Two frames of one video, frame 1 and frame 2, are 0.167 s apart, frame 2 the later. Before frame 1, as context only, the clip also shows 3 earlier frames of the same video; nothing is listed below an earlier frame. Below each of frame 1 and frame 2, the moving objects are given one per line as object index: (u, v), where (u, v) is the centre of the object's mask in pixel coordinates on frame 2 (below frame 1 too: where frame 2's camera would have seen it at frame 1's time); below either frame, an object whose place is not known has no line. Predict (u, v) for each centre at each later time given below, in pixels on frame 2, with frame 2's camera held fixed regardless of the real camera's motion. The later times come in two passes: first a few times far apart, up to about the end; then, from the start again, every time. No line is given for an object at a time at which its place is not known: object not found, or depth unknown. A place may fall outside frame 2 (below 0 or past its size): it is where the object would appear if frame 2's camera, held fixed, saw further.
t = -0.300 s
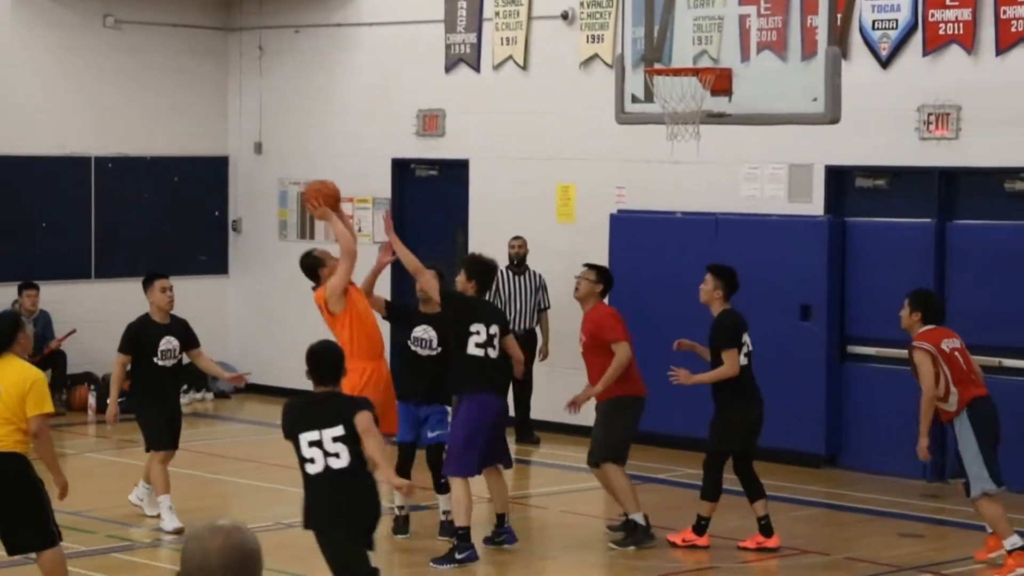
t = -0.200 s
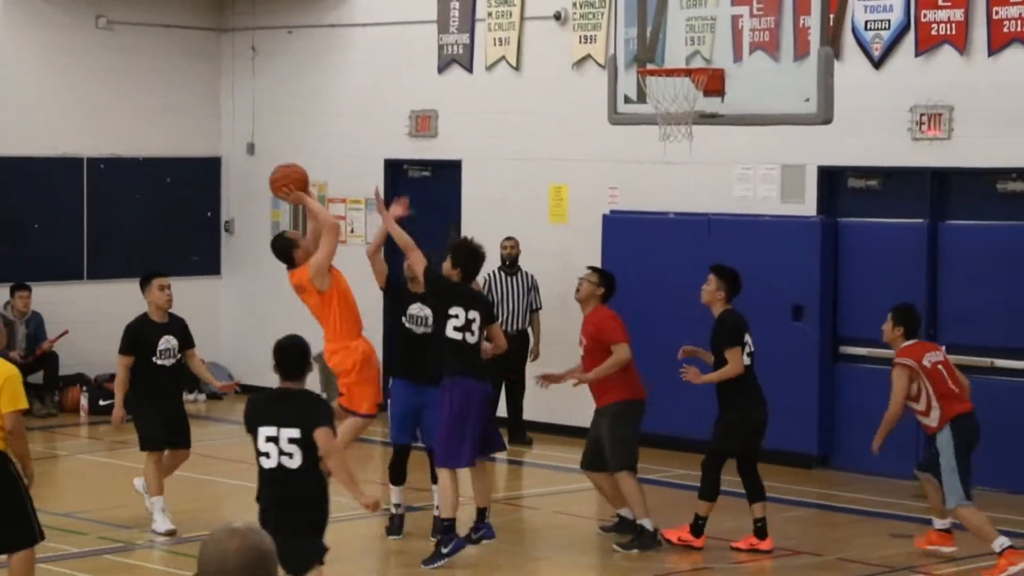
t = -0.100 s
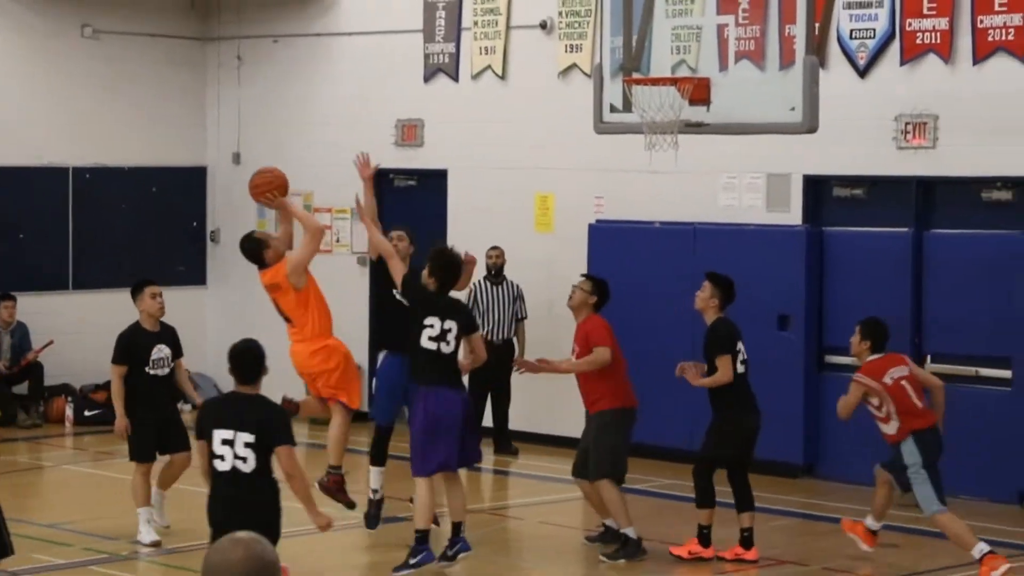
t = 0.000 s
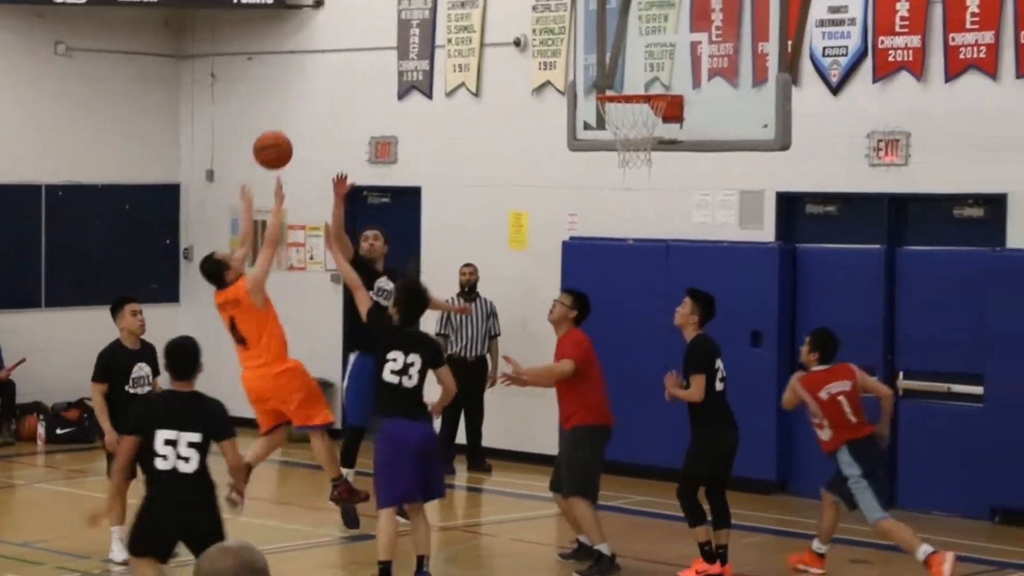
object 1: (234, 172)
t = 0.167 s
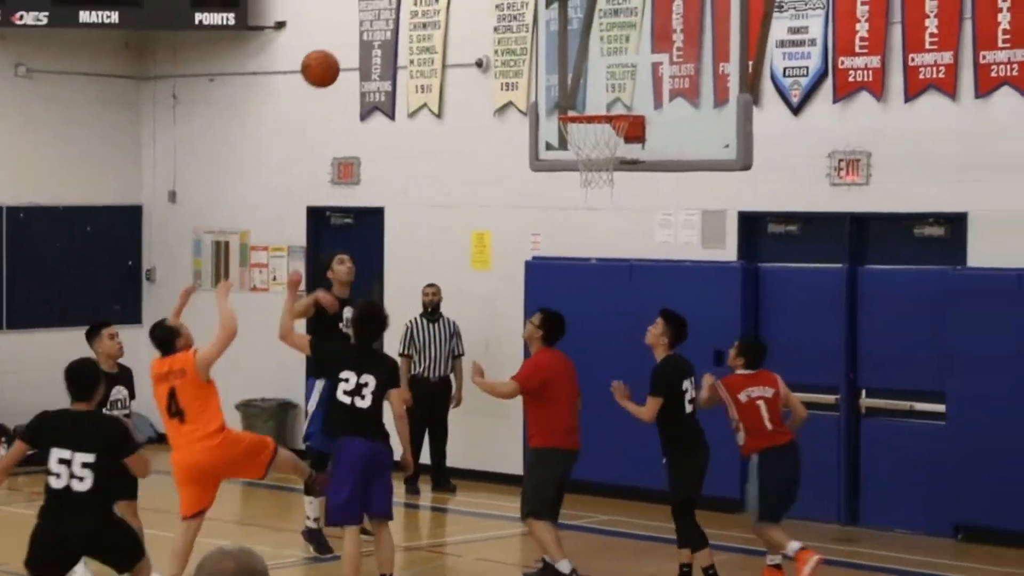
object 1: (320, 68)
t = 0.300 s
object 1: (385, 20)
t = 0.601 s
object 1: (525, 14)
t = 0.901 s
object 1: (631, 67)
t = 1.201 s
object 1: (627, 38)
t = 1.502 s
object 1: (620, 74)
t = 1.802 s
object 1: (605, 66)
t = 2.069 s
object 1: (588, 128)
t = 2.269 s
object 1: (584, 154)
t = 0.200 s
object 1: (337, 54)
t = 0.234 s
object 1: (353, 40)
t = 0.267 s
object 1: (369, 30)
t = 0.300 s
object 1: (385, 20)
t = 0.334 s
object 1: (402, 13)
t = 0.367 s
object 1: (417, 7)
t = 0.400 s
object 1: (433, 4)
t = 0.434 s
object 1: (449, 3)
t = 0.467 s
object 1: (464, 2)
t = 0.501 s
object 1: (479, 2)
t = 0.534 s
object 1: (495, 4)
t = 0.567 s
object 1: (510, 8)
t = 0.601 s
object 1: (525, 14)
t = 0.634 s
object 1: (540, 22)
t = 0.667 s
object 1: (555, 31)
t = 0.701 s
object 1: (569, 42)
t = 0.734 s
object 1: (583, 55)
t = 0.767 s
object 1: (597, 69)
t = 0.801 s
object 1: (612, 85)
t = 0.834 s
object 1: (624, 98)
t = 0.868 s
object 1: (627, 81)
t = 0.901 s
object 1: (631, 67)
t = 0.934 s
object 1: (631, 57)
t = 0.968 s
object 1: (631, 49)
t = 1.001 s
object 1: (630, 43)
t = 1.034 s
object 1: (630, 38)
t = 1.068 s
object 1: (629, 35)
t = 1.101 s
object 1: (629, 33)
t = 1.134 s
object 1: (629, 33)
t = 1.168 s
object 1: (628, 35)
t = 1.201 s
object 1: (627, 38)
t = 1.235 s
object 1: (626, 43)
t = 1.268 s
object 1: (626, 50)
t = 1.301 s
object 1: (625, 58)
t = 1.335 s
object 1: (625, 68)
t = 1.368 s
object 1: (624, 79)
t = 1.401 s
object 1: (624, 93)
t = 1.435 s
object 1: (623, 93)
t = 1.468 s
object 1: (621, 82)
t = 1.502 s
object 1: (620, 74)
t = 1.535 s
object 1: (618, 66)
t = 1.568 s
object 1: (617, 61)
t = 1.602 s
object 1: (615, 57)
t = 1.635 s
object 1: (613, 54)
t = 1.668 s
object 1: (611, 53)
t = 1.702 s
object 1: (610, 53)
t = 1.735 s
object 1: (608, 56)
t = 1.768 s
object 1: (606, 60)
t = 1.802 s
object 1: (605, 66)
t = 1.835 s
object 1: (603, 73)
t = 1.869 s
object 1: (601, 82)
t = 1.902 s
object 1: (599, 93)
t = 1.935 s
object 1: (597, 102)
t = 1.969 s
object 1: (595, 108)
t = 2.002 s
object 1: (593, 114)
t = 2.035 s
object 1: (591, 120)
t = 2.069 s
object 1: (588, 128)
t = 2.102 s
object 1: (586, 136)
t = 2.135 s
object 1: (584, 145)
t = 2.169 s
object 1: (584, 147)
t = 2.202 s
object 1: (584, 149)
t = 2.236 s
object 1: (584, 151)
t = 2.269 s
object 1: (584, 154)
